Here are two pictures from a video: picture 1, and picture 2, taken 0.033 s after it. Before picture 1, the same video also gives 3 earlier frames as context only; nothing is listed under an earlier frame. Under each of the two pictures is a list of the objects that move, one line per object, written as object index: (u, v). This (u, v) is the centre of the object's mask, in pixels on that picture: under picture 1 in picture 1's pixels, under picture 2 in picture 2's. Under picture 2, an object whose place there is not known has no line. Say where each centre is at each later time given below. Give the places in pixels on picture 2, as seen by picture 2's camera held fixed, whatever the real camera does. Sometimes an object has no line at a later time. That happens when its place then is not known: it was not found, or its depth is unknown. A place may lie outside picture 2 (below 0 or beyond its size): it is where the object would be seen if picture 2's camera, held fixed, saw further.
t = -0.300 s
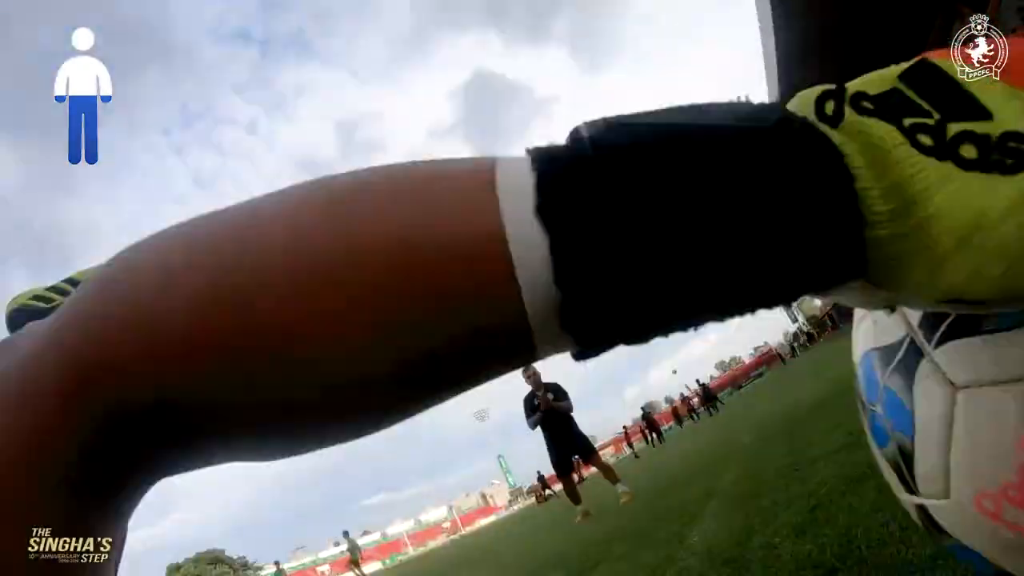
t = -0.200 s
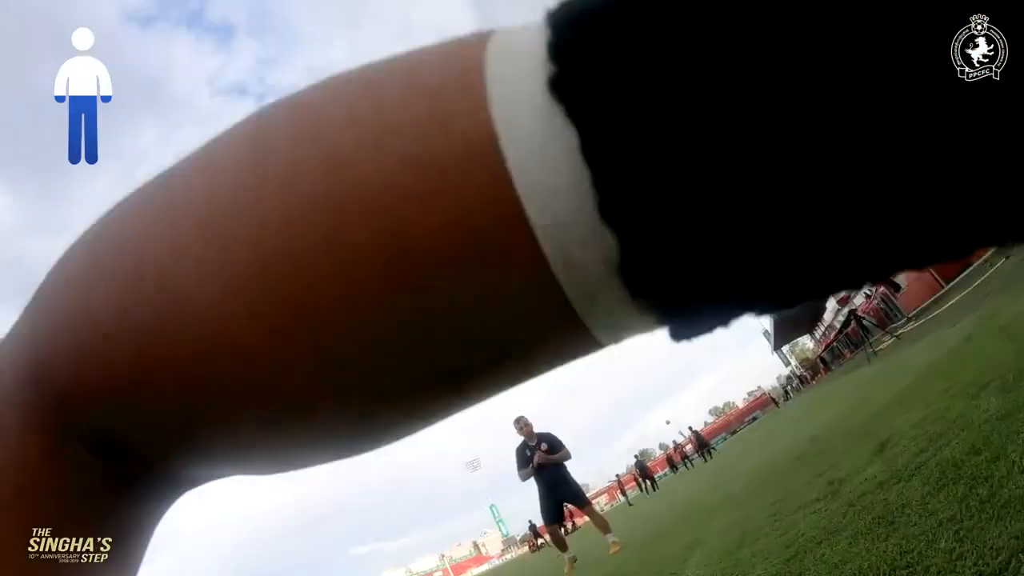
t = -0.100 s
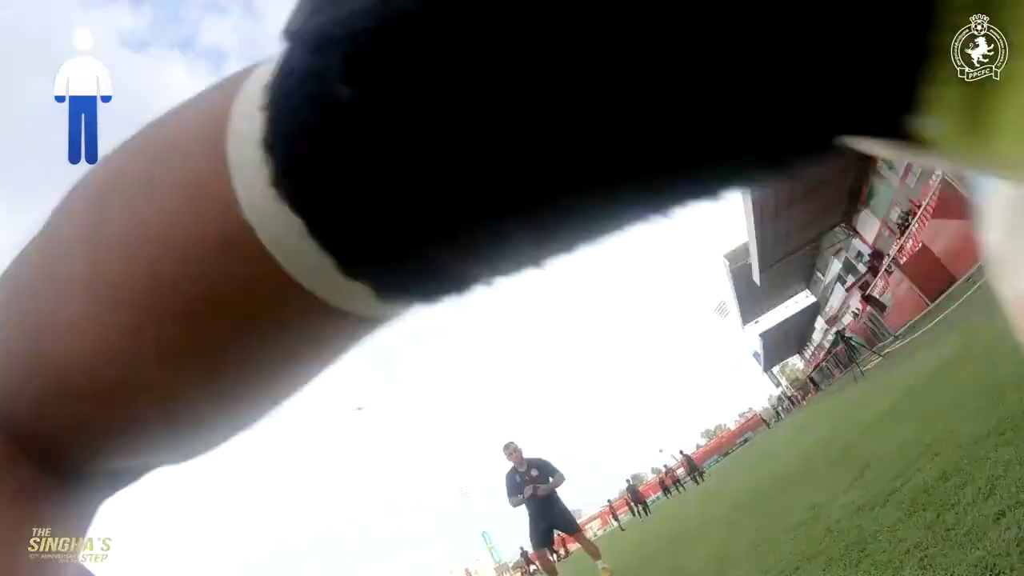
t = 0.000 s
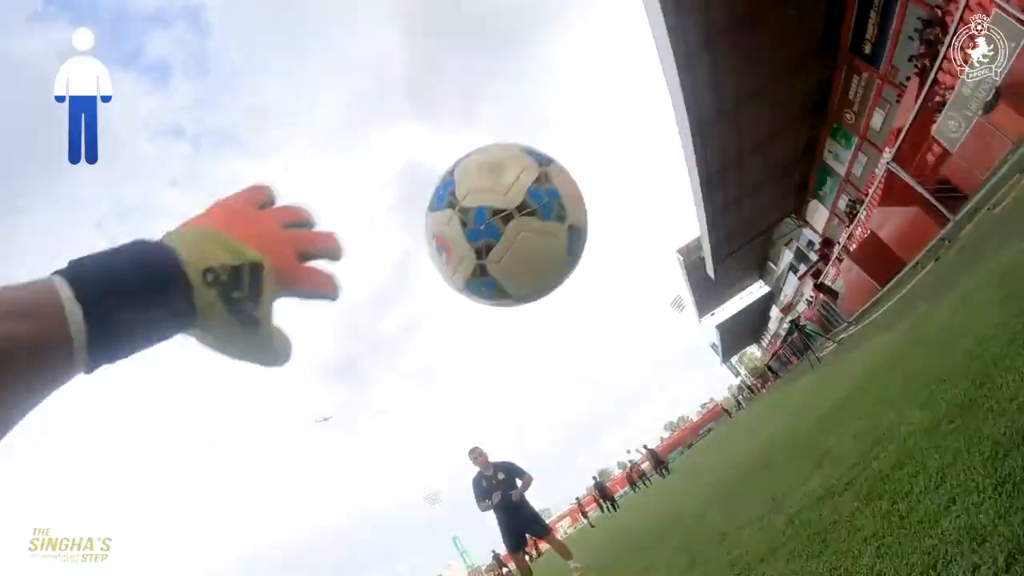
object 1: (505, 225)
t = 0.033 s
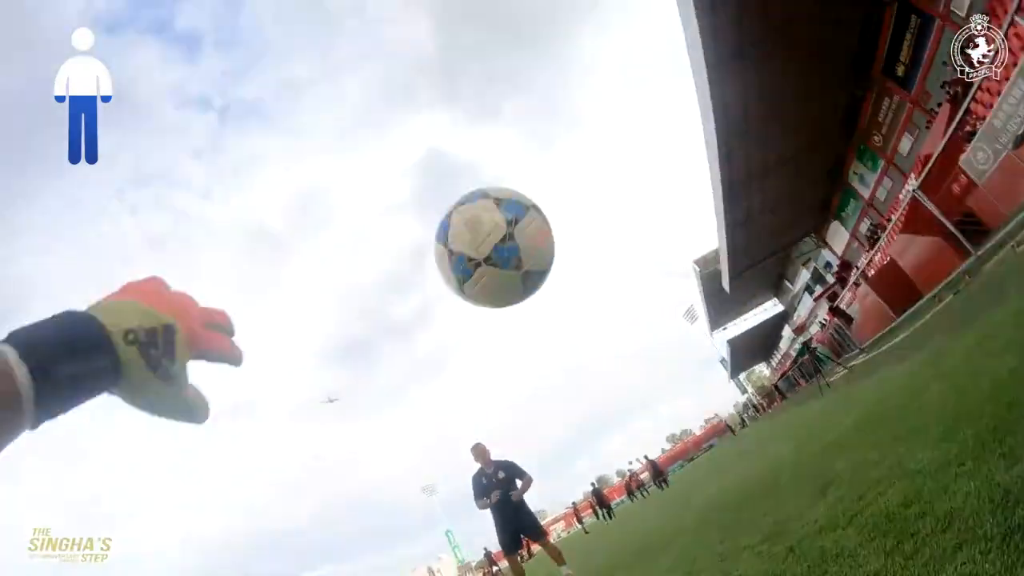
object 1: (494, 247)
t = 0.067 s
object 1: (473, 263)
